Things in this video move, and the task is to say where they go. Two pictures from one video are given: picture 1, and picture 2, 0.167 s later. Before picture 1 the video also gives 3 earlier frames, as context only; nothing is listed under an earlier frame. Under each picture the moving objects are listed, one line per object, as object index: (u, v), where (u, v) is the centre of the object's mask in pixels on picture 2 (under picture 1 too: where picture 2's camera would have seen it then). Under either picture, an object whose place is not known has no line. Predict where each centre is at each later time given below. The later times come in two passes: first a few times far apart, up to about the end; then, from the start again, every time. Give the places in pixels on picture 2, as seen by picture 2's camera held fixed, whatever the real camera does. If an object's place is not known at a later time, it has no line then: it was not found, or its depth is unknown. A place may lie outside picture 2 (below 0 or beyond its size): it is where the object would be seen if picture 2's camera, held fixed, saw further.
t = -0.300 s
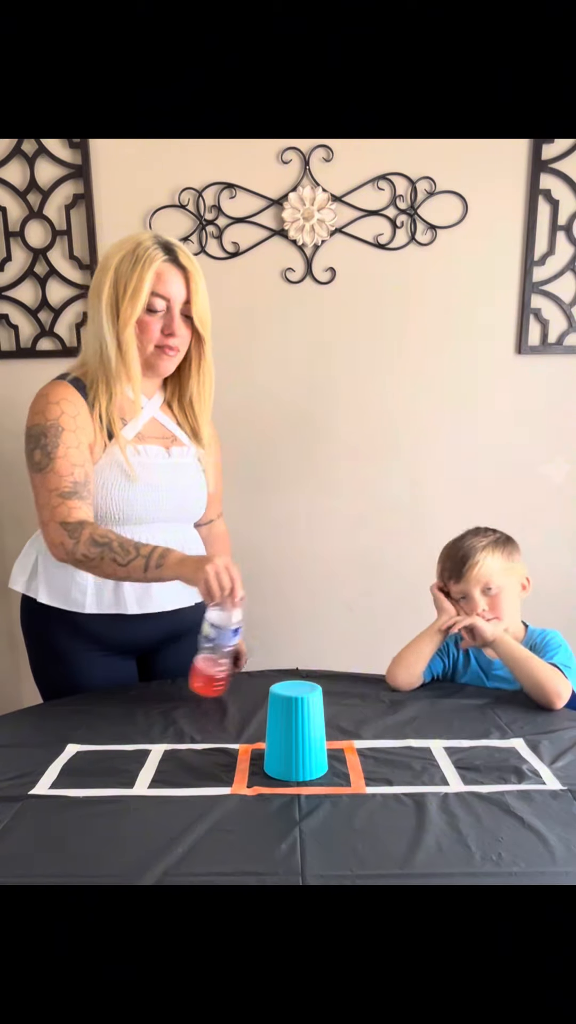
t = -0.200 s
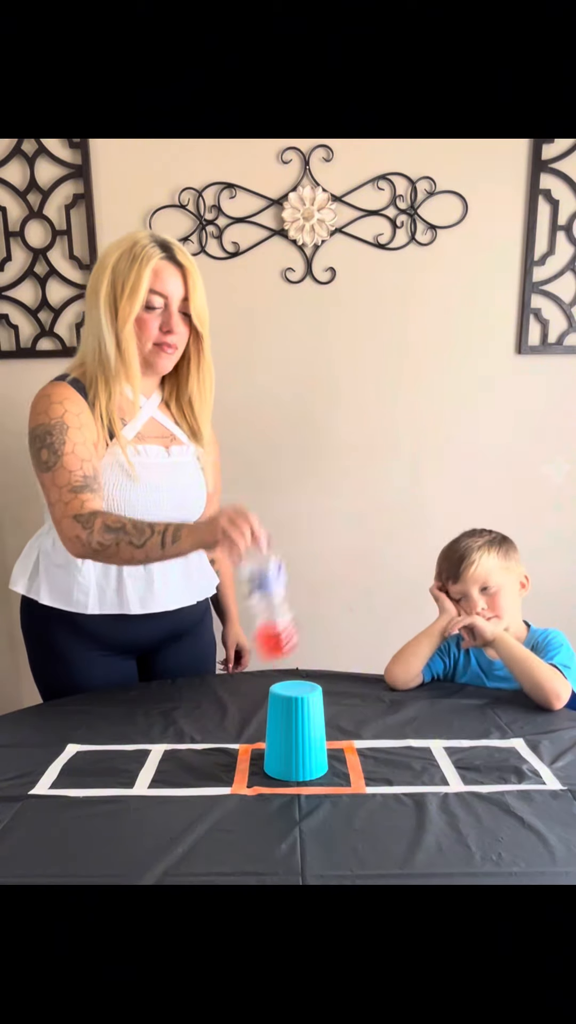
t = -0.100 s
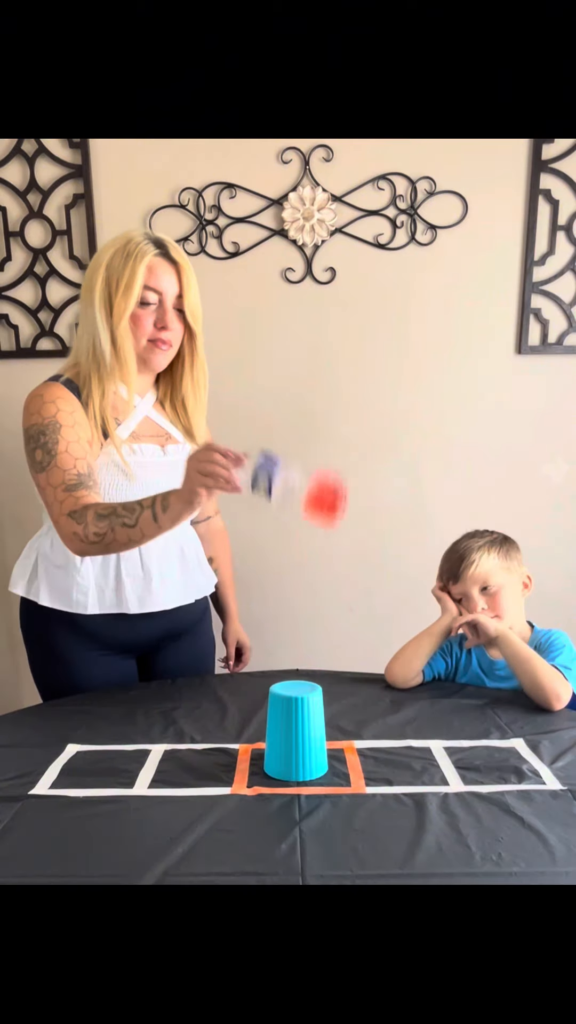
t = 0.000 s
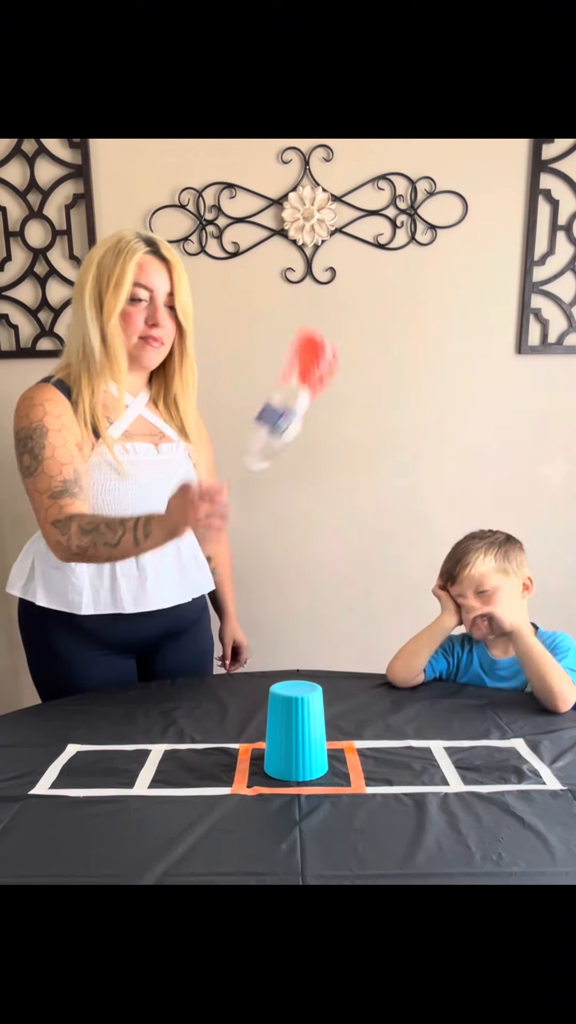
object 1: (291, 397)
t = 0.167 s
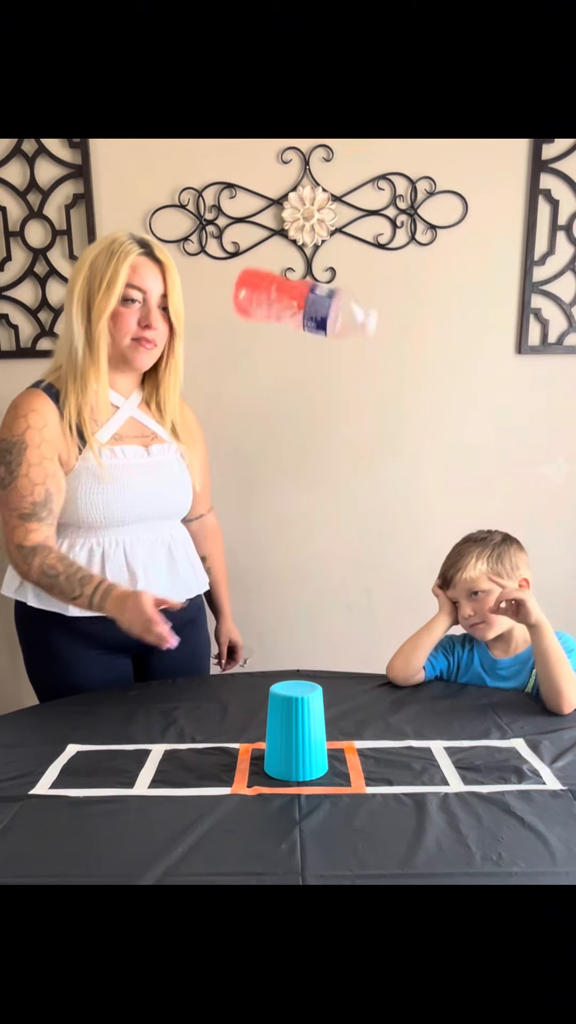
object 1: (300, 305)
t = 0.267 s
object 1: (275, 346)
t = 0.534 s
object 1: (240, 679)
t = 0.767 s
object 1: (241, 709)
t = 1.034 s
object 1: (240, 710)
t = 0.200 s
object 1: (294, 309)
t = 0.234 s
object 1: (284, 323)
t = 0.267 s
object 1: (275, 346)
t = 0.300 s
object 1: (266, 378)
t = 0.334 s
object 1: (257, 420)
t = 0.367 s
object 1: (251, 465)
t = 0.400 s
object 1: (244, 519)
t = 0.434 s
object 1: (238, 576)
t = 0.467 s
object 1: (232, 640)
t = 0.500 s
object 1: (233, 676)
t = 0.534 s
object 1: (240, 679)
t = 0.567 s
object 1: (246, 685)
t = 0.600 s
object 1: (245, 693)
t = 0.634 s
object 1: (238, 705)
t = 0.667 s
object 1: (240, 709)
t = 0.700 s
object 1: (240, 710)
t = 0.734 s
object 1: (240, 709)
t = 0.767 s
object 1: (241, 709)
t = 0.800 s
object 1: (241, 709)
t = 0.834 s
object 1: (240, 709)
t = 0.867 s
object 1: (240, 710)
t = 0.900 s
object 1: (240, 710)
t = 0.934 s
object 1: (240, 710)
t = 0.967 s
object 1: (240, 710)
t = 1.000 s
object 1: (240, 710)
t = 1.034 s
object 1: (240, 710)
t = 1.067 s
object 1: (240, 710)
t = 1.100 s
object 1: (240, 709)
